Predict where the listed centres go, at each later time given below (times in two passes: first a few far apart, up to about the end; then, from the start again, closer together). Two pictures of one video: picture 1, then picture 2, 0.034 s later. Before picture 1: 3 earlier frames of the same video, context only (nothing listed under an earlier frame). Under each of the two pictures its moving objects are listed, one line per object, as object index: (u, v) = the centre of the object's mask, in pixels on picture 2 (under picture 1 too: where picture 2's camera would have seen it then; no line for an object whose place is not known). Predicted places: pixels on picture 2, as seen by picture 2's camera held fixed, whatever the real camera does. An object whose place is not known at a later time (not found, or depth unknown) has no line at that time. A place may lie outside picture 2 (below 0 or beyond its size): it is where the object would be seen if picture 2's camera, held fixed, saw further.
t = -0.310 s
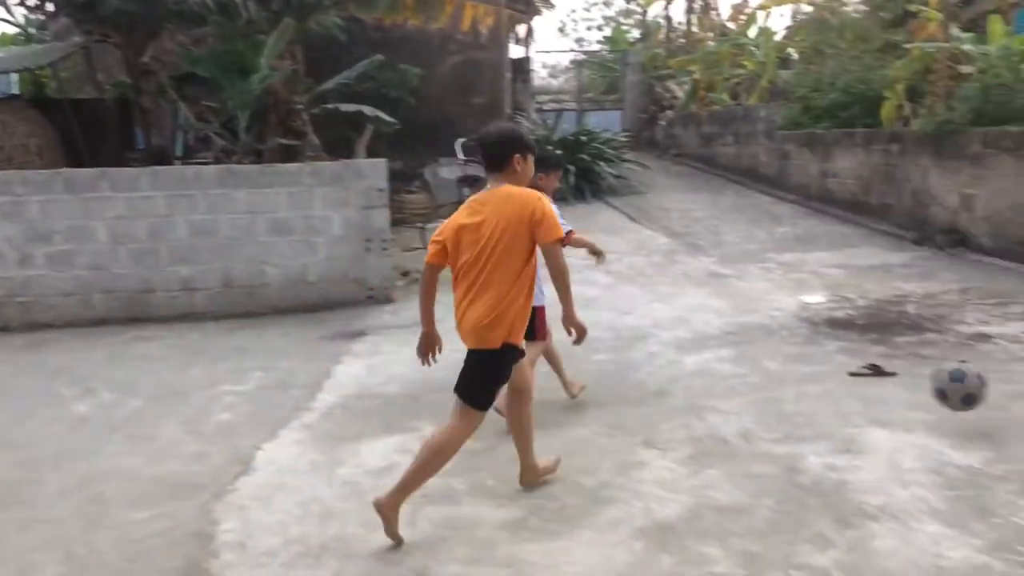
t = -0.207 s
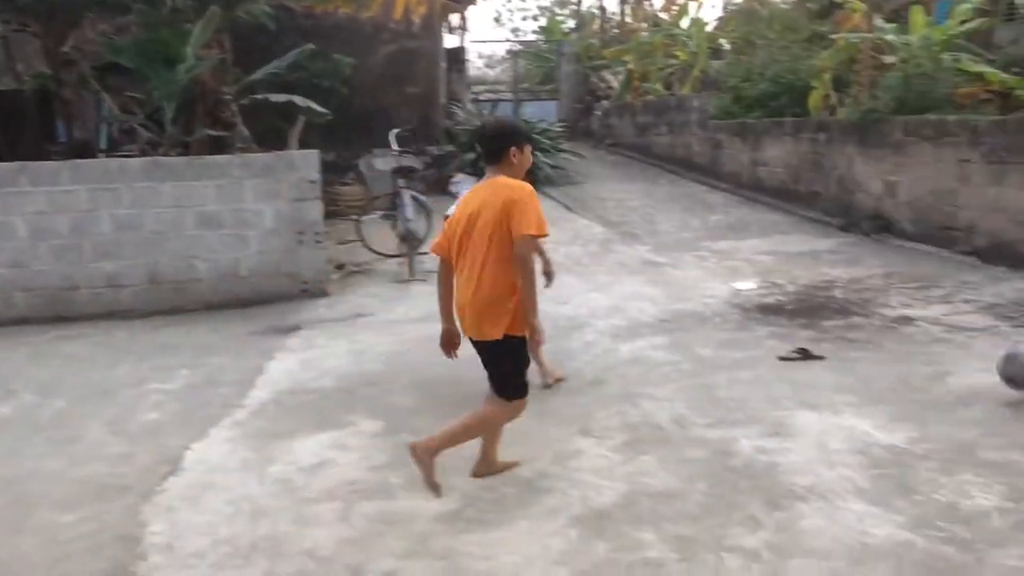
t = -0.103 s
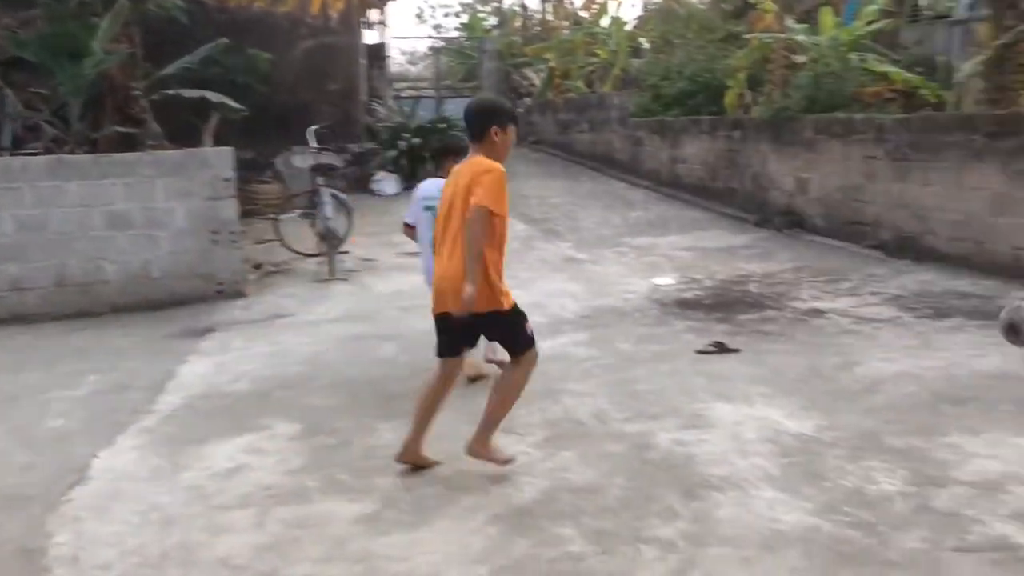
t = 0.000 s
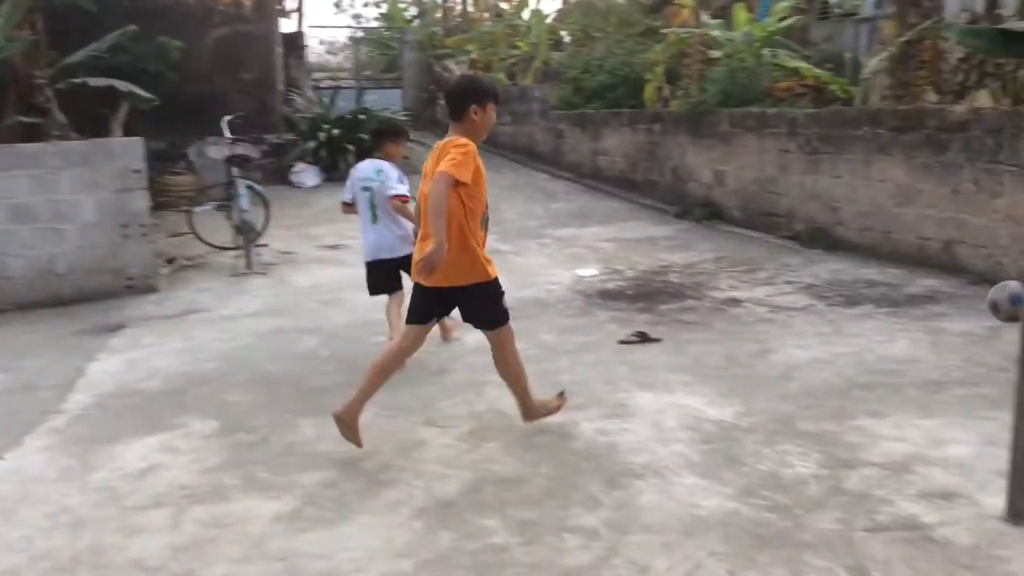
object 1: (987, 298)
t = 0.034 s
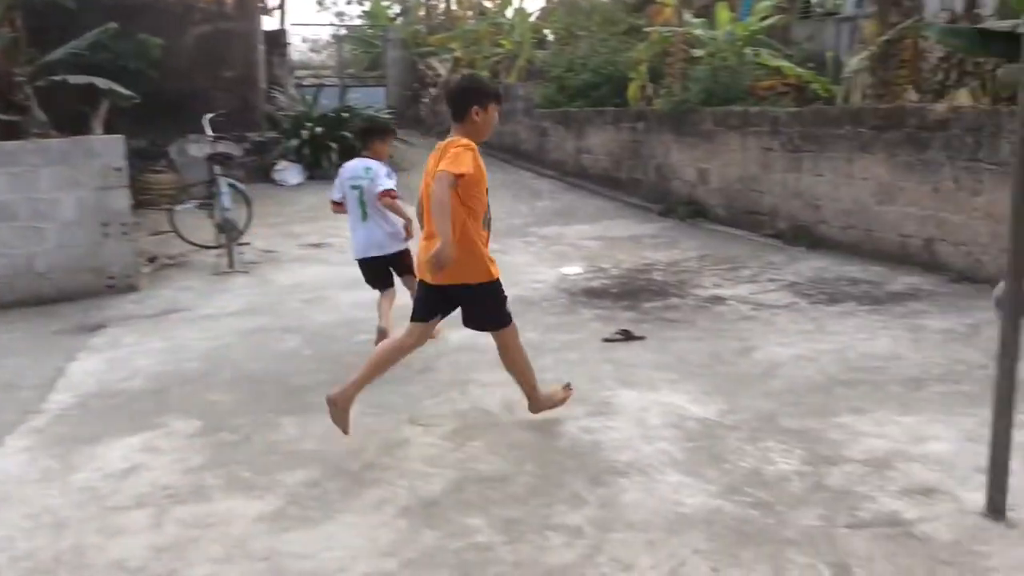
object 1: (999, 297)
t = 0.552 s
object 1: (998, 272)
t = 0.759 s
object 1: (908, 317)
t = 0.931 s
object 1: (854, 296)
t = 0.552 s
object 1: (998, 272)
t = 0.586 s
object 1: (989, 278)
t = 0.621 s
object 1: (977, 290)
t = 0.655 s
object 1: (959, 301)
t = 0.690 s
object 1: (937, 316)
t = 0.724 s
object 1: (918, 331)
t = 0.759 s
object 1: (908, 317)
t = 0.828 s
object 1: (886, 301)
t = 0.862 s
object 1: (875, 297)
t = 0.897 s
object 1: (867, 297)
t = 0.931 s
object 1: (854, 296)
